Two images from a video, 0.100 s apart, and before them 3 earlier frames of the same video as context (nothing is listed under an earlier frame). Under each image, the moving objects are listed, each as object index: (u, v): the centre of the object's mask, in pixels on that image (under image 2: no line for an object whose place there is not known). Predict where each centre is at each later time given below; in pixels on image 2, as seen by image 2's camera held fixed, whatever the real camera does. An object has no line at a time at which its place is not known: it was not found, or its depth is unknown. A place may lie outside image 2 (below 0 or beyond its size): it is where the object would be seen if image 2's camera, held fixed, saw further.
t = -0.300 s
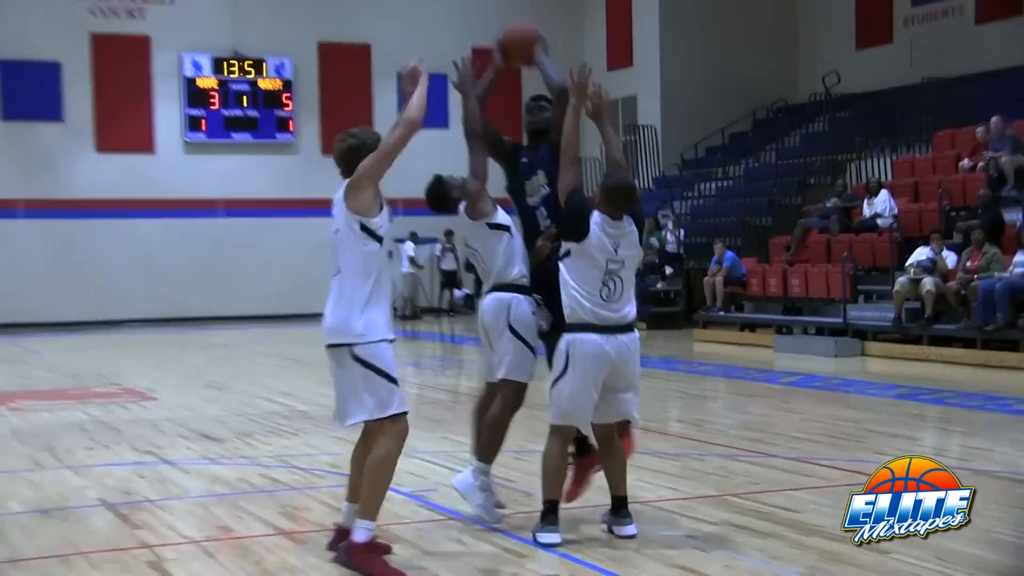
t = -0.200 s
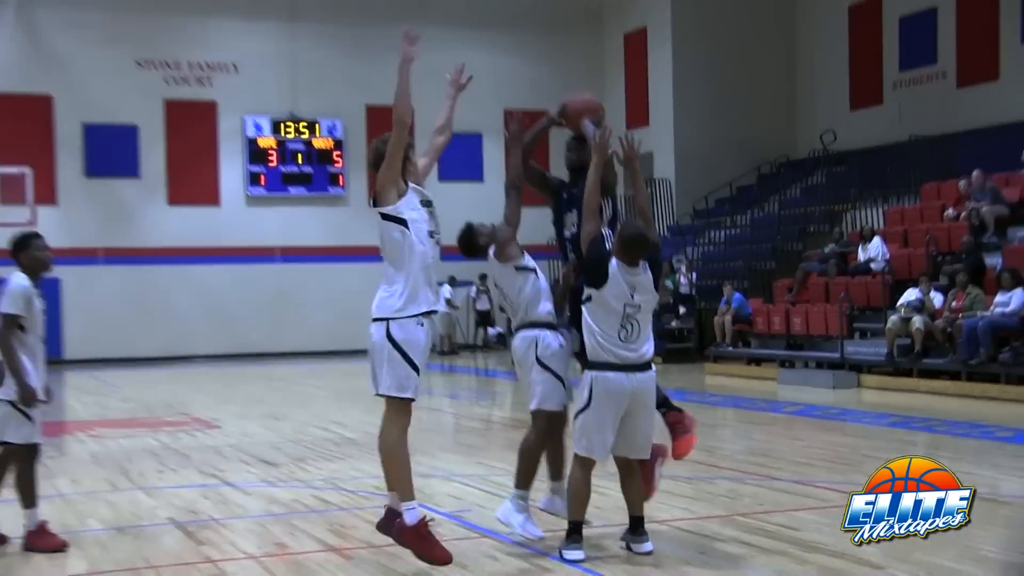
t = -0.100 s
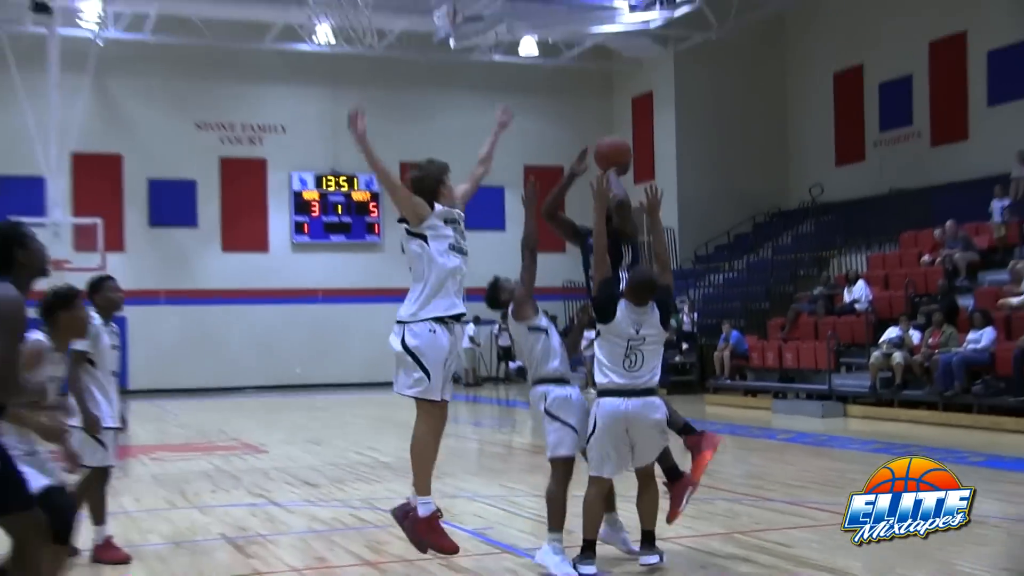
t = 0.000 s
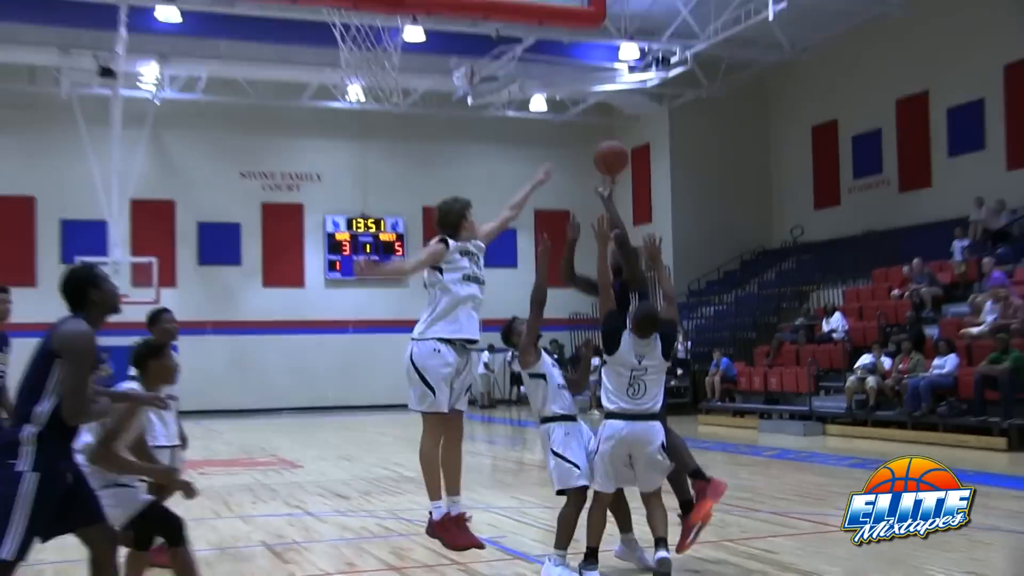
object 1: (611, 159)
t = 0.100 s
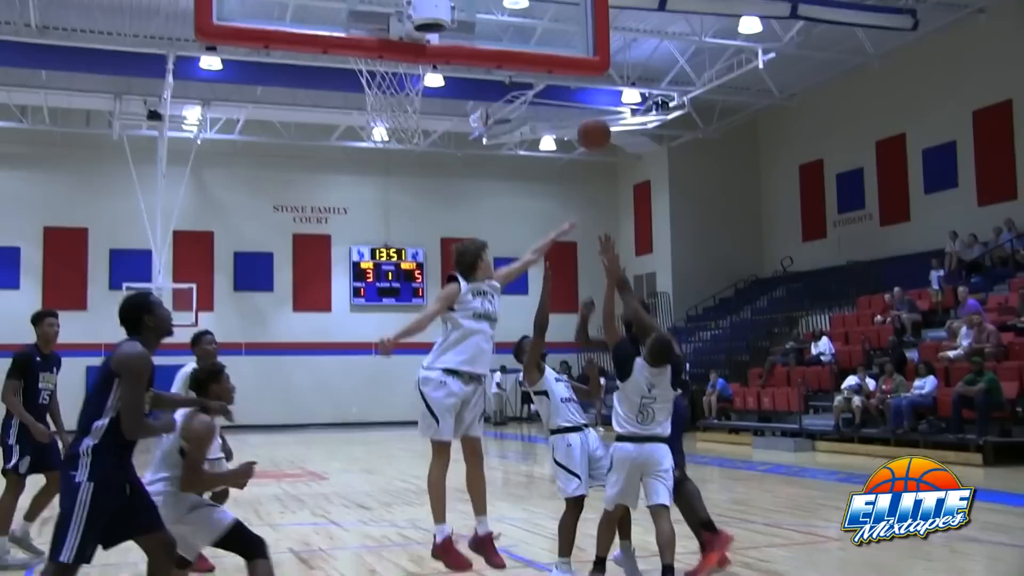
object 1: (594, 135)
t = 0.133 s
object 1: (587, 115)
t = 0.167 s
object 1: (579, 98)
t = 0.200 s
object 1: (571, 84)
